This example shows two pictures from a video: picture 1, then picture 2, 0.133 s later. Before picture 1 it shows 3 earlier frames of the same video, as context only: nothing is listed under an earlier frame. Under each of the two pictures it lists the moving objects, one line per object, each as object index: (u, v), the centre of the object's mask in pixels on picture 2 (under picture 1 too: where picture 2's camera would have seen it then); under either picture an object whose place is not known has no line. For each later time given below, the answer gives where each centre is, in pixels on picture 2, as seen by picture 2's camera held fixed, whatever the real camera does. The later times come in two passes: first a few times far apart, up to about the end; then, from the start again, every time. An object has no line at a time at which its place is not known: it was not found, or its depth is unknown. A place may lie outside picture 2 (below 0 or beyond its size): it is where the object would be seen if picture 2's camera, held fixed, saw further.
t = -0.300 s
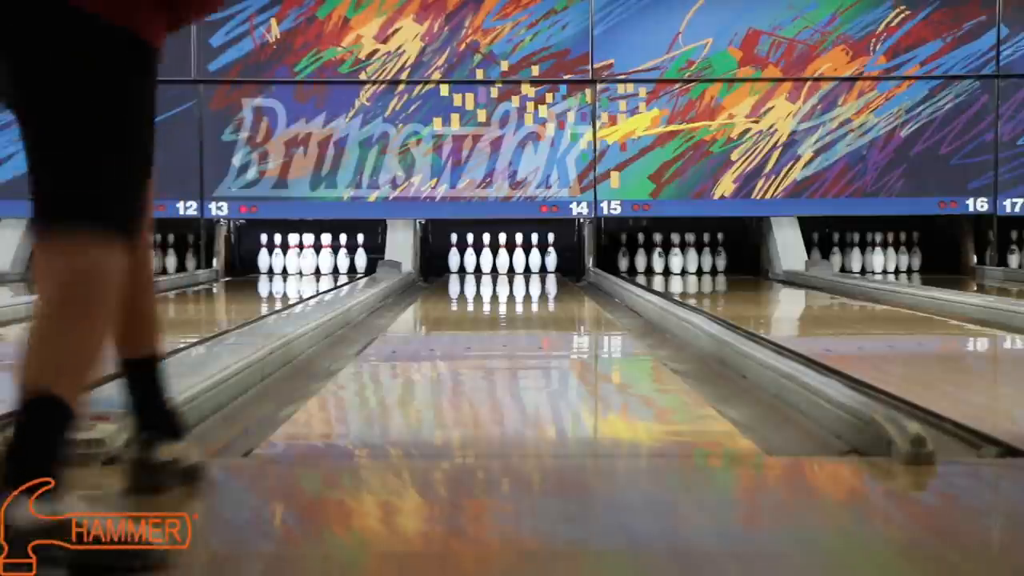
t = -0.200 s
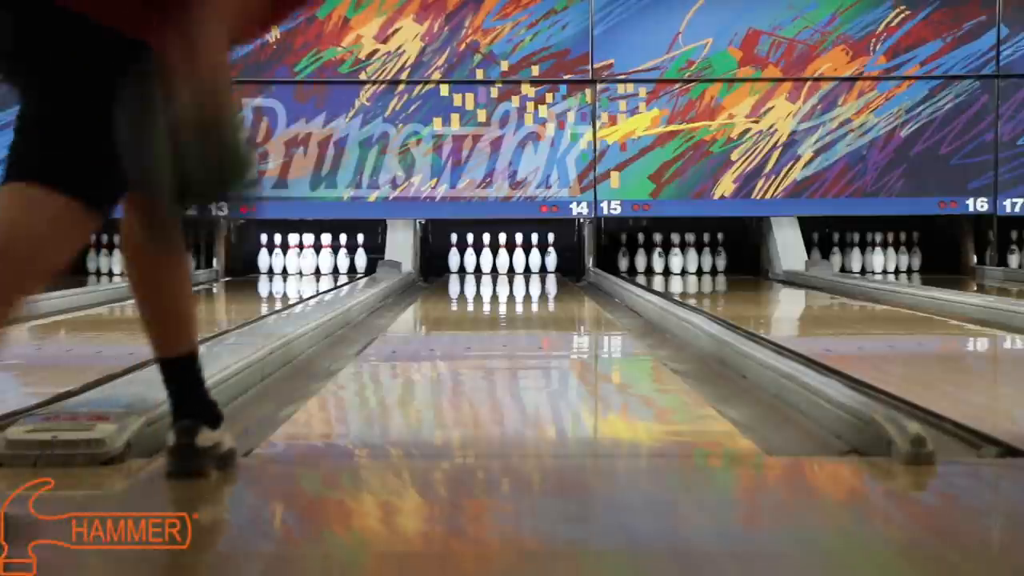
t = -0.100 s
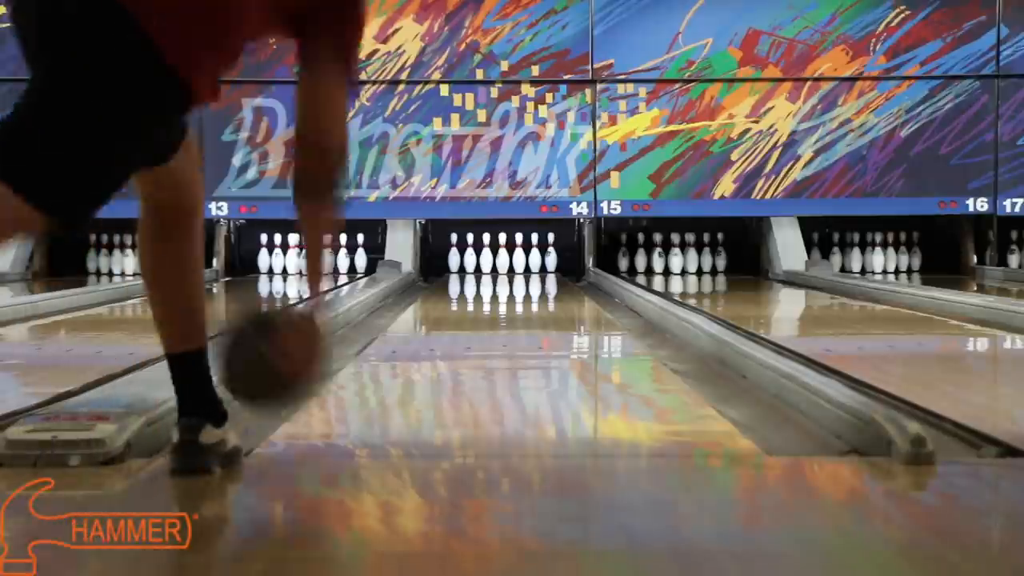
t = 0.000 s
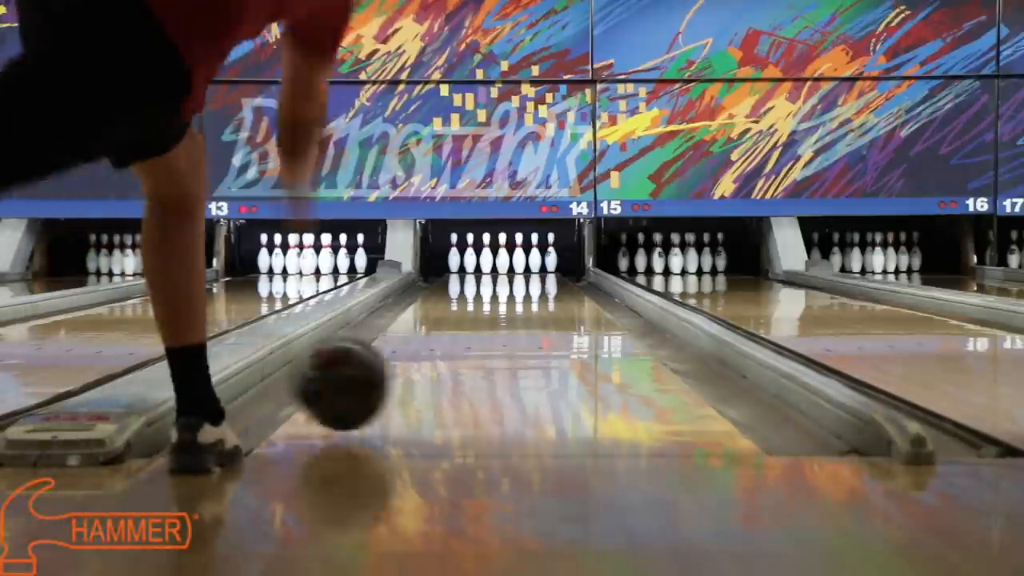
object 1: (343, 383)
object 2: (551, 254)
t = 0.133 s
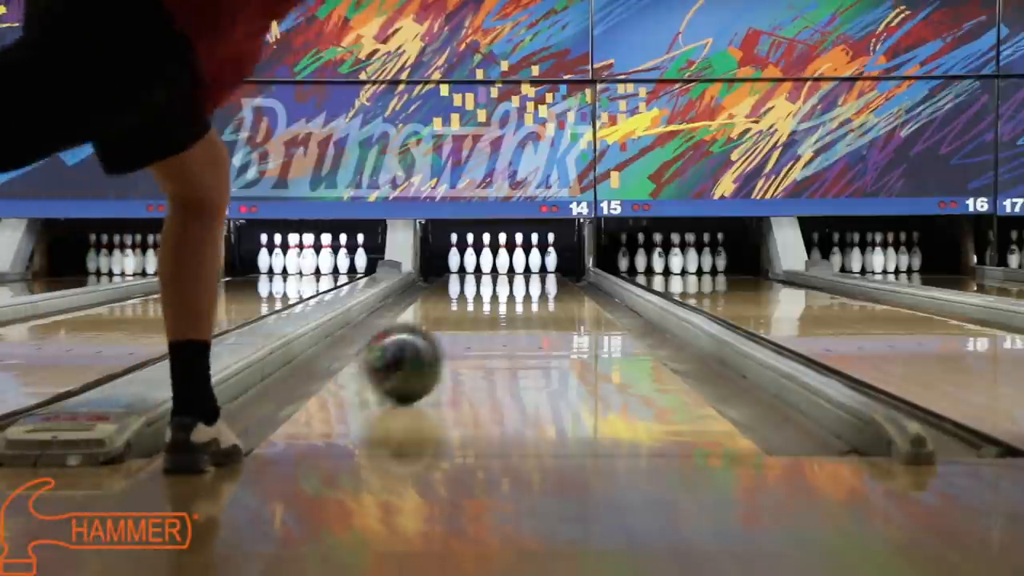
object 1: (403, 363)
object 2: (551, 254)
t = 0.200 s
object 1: (426, 353)
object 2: (551, 254)
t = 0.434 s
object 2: (551, 254)
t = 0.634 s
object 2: (551, 254)
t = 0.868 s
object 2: (551, 254)
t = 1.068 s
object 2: (551, 253)
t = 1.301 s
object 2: (551, 250)
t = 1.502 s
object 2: (551, 249)
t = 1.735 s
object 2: (551, 246)
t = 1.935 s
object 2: (552, 251)
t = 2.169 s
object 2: (551, 254)
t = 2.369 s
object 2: (551, 254)
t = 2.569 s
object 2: (564, 260)
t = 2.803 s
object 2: (574, 268)
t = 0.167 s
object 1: (415, 358)
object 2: (551, 254)
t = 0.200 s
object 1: (426, 353)
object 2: (551, 254)
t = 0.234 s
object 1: (435, 348)
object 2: (551, 254)
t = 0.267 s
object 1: (444, 344)
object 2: (551, 254)
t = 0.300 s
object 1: (453, 340)
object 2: (551, 254)
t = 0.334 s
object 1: (461, 336)
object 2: (551, 254)
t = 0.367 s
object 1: (469, 333)
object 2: (551, 254)
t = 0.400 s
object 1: (475, 329)
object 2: (551, 254)
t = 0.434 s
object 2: (551, 254)
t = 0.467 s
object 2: (551, 254)
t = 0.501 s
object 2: (551, 254)
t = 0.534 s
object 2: (551, 254)
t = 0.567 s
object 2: (551, 254)
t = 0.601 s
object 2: (551, 254)
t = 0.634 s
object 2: (551, 254)
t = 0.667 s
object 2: (551, 254)
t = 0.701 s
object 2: (551, 255)
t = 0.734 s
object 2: (551, 255)
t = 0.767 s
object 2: (551, 254)
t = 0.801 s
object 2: (551, 254)
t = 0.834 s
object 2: (551, 254)
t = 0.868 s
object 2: (551, 254)
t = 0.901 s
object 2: (551, 255)
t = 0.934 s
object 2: (551, 254)
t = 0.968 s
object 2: (551, 254)
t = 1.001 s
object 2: (551, 254)
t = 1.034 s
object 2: (551, 254)
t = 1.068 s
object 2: (551, 253)
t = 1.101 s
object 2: (551, 253)
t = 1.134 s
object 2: (551, 252)
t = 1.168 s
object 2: (551, 252)
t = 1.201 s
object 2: (551, 251)
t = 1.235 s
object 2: (551, 251)
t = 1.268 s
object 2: (551, 251)
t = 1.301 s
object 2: (551, 250)
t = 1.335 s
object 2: (551, 250)
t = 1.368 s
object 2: (551, 250)
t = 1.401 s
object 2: (551, 250)
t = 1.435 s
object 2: (551, 249)
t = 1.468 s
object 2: (551, 249)
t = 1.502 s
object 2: (551, 249)
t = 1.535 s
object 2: (551, 248)
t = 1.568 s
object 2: (551, 248)
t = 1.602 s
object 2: (551, 248)
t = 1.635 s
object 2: (551, 247)
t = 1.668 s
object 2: (551, 247)
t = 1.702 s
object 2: (551, 247)
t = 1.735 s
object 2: (551, 246)
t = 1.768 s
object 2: (551, 247)
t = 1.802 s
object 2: (551, 246)
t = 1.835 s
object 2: (551, 246)
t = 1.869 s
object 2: (551, 247)
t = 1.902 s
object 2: (551, 249)
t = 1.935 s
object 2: (552, 251)
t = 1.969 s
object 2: (551, 252)
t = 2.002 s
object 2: (551, 254)
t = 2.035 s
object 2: (551, 254)
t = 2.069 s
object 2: (551, 254)
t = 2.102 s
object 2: (551, 254)
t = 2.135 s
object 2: (551, 254)
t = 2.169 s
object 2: (551, 254)
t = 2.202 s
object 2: (551, 254)
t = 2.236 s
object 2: (551, 254)
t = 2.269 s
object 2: (551, 254)
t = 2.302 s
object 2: (551, 254)
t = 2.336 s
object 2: (551, 254)
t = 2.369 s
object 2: (551, 254)
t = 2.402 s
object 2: (551, 254)
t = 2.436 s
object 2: (551, 254)
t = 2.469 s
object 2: (555, 254)
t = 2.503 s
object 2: (559, 254)
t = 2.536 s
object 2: (563, 257)
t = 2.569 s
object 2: (564, 260)
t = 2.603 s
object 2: (564, 260)
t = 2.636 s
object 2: (565, 263)
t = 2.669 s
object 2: (570, 266)
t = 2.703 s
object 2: (571, 269)
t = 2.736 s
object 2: (573, 268)
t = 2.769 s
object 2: (574, 268)
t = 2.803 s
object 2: (574, 268)
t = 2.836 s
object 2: (574, 265)
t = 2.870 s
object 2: (574, 264)
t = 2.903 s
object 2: (575, 267)
